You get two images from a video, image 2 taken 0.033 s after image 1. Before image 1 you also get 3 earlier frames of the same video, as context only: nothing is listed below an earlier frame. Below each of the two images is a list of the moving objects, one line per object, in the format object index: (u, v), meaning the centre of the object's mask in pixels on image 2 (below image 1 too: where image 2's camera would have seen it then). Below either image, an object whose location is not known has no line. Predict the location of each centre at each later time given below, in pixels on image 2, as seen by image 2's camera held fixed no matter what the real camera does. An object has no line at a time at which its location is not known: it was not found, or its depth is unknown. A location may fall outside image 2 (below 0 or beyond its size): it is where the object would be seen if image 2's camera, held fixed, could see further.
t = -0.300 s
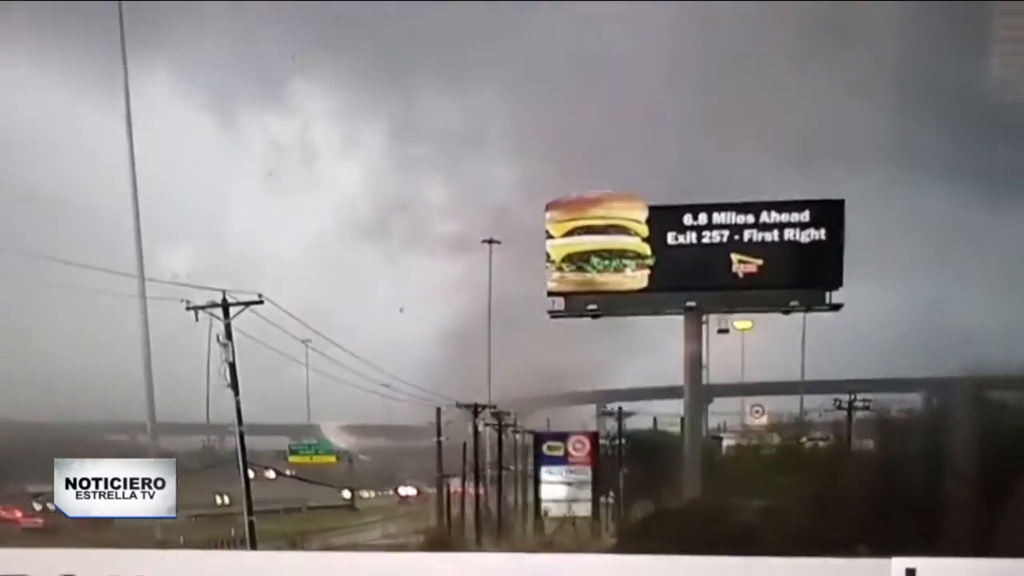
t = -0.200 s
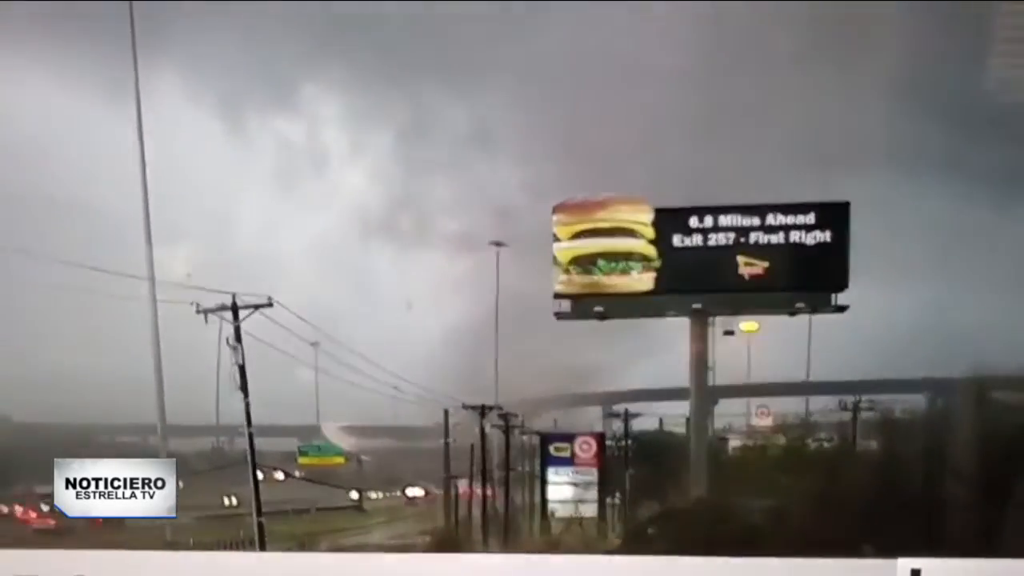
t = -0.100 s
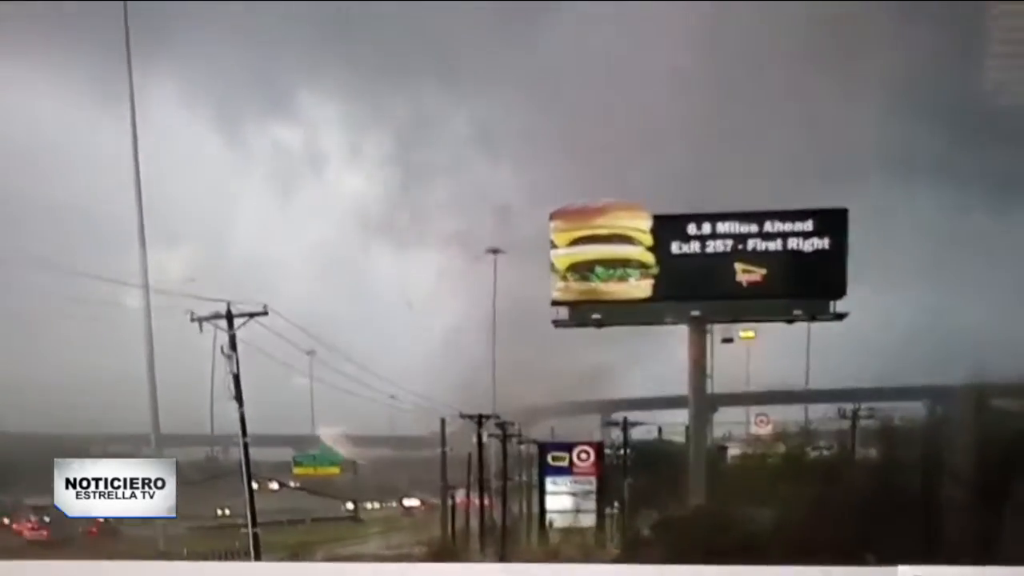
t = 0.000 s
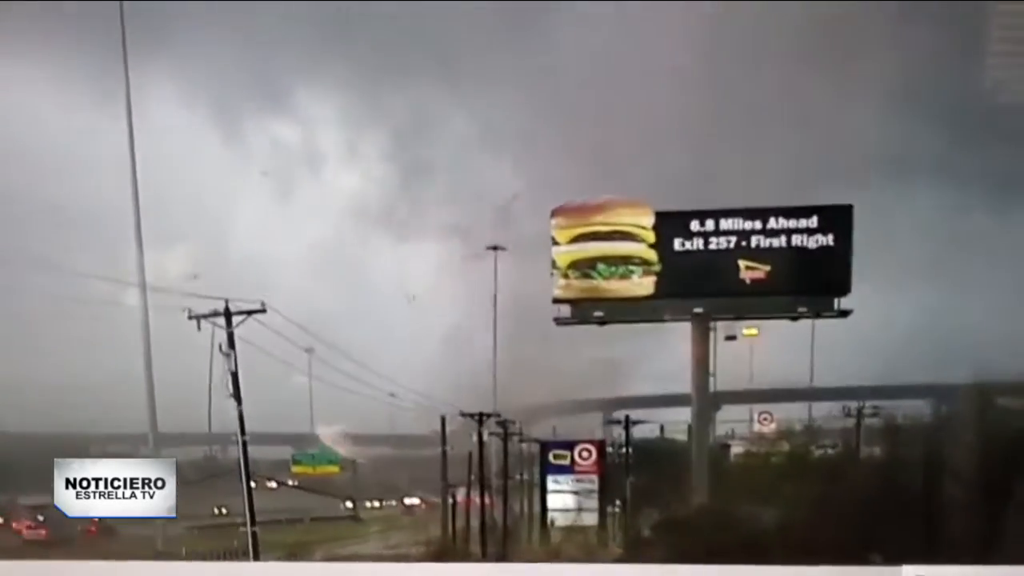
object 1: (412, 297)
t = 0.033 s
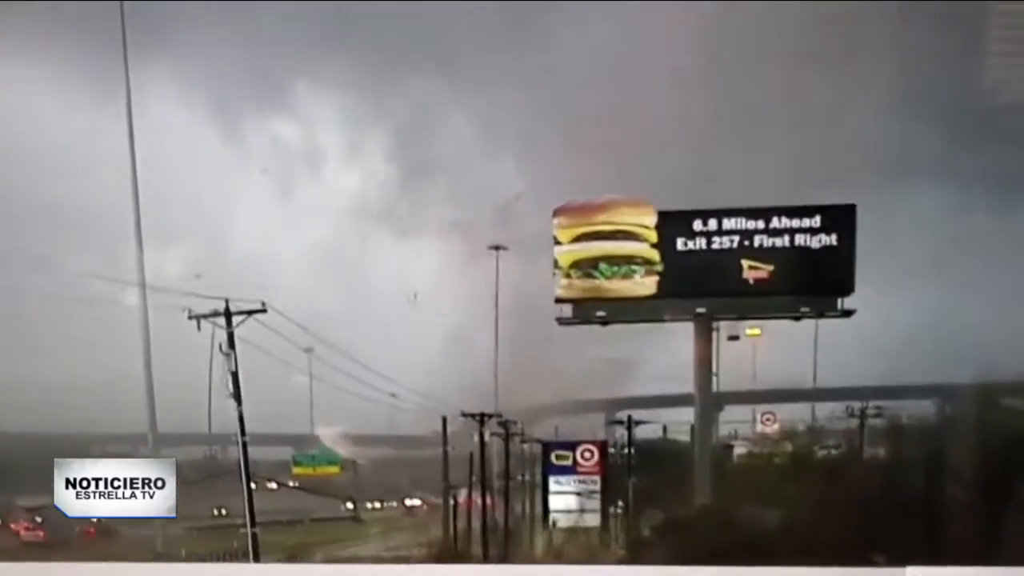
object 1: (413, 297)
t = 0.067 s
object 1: (416, 295)
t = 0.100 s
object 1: (421, 286)
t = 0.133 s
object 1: (422, 286)
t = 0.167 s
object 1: (428, 280)
